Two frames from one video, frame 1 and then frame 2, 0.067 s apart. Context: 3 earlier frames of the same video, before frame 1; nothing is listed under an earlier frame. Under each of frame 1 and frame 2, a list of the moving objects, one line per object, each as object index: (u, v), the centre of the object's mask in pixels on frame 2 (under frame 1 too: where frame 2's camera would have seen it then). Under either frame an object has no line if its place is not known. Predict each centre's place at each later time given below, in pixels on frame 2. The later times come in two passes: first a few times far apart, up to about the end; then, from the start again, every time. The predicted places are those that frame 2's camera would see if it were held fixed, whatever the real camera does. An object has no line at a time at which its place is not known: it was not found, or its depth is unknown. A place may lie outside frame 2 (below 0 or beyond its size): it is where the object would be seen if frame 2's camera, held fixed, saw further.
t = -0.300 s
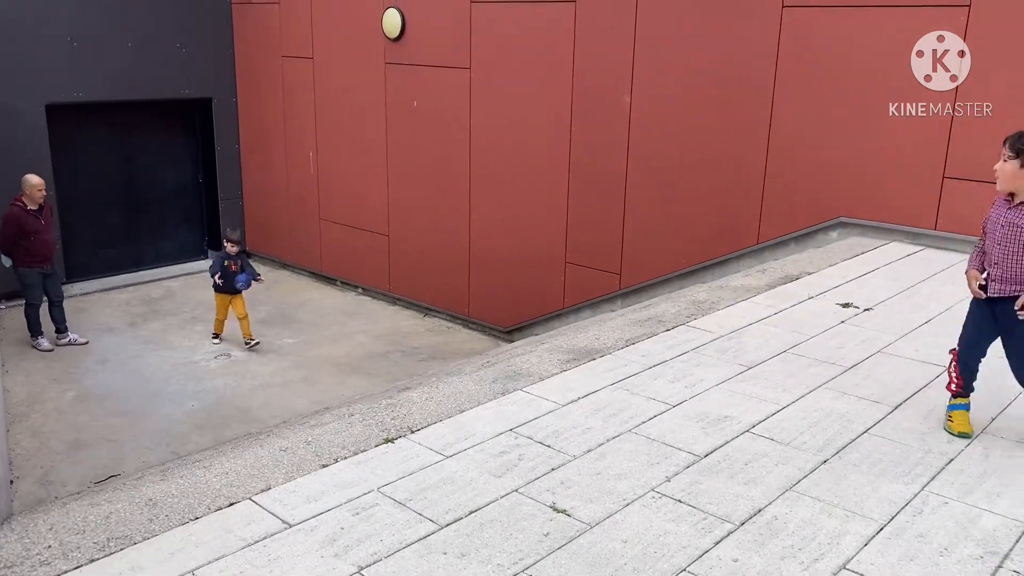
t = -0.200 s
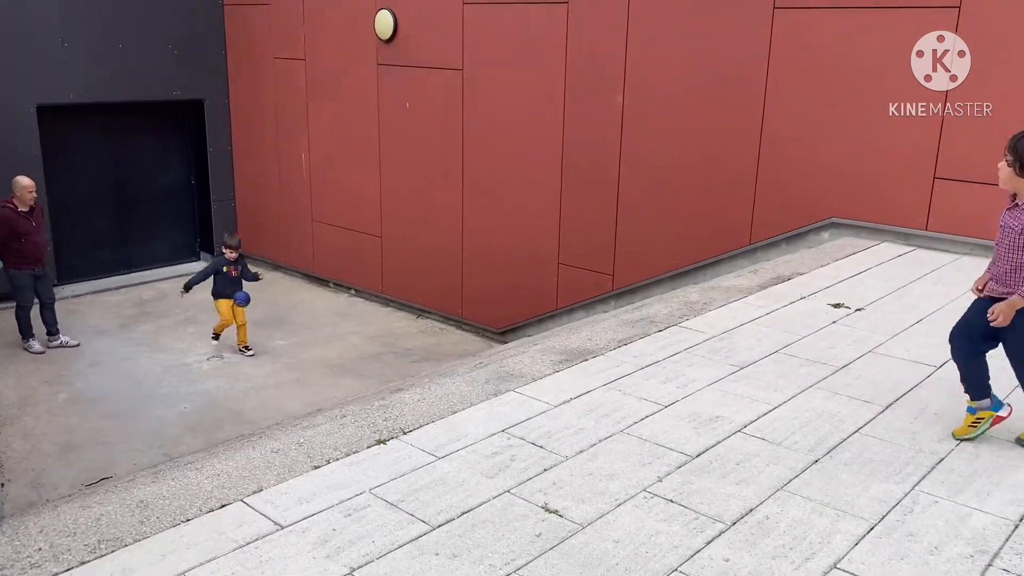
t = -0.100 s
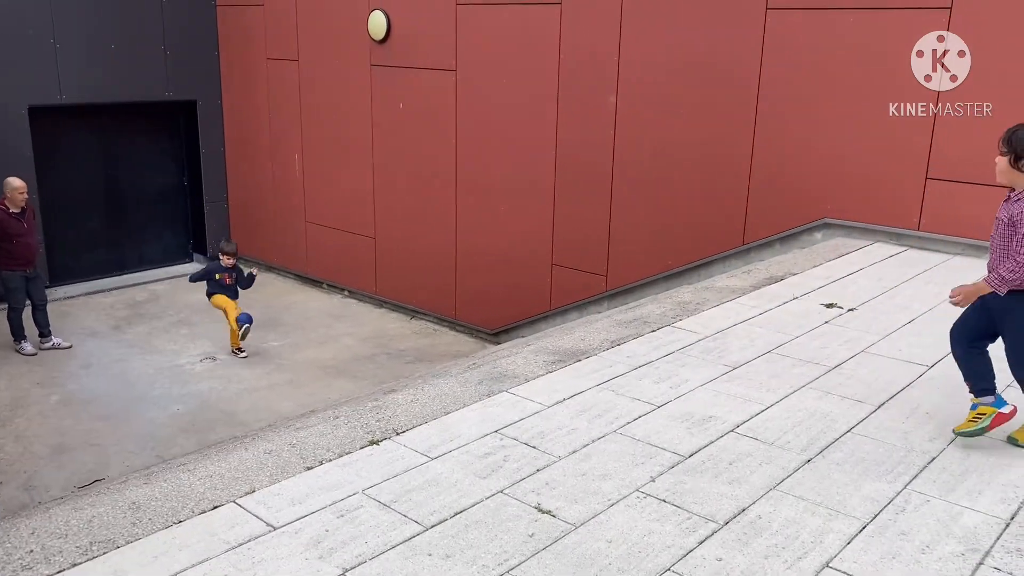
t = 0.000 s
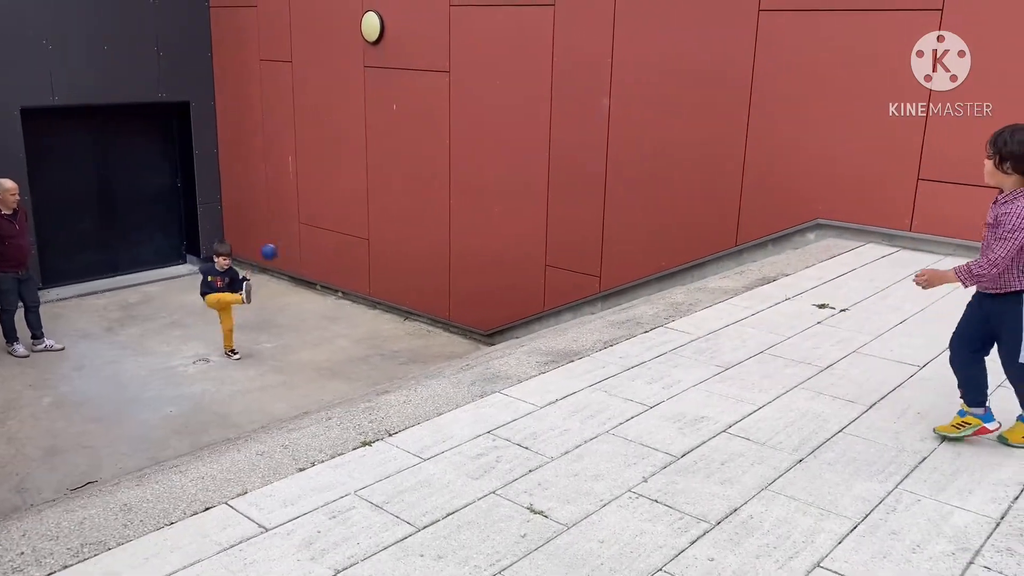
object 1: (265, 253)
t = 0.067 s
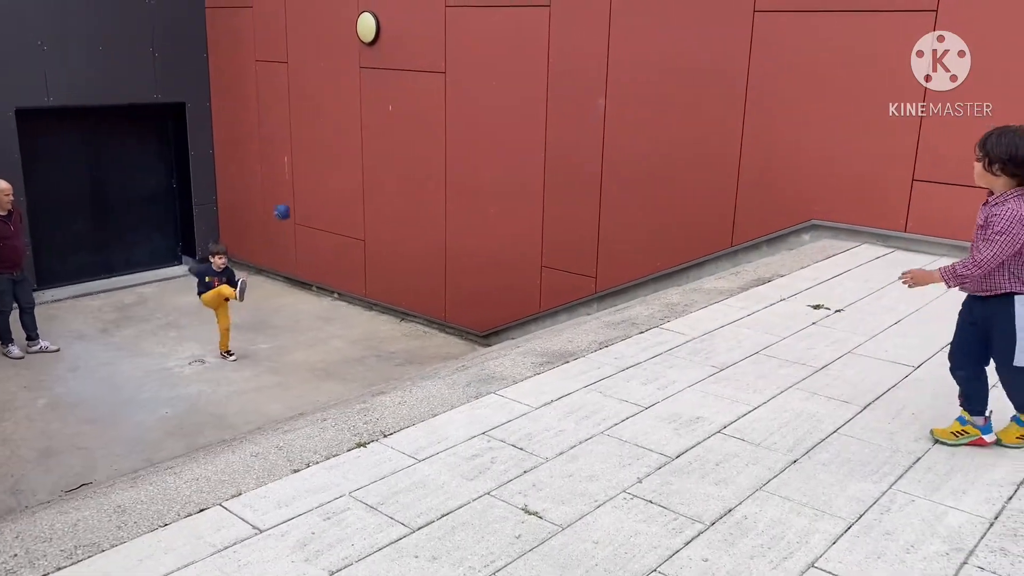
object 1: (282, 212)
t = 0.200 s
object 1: (315, 145)
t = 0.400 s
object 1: (363, 86)
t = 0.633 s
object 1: (382, 75)
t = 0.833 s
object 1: (349, 109)
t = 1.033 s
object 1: (318, 182)
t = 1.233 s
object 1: (291, 285)
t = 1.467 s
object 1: (269, 296)
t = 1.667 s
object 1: (257, 281)
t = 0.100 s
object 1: (290, 193)
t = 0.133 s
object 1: (299, 175)
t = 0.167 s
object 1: (307, 160)
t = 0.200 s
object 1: (315, 145)
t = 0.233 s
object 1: (323, 132)
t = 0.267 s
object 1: (331, 120)
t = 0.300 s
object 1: (339, 110)
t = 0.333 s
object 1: (347, 101)
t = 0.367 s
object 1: (355, 92)
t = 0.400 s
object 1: (363, 86)
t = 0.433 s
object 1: (371, 80)
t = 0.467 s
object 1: (379, 77)
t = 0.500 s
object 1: (386, 73)
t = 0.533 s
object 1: (394, 72)
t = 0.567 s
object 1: (393, 72)
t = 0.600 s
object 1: (387, 73)
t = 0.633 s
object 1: (382, 75)
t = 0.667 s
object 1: (376, 77)
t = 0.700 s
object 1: (371, 82)
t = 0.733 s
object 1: (365, 87)
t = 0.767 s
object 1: (360, 93)
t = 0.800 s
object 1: (355, 101)
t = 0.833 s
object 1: (349, 109)
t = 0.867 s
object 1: (344, 119)
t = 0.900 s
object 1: (339, 129)
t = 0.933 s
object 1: (333, 141)
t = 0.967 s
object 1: (328, 154)
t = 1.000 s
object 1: (323, 167)
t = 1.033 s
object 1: (318, 182)
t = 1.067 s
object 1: (313, 197)
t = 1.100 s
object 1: (310, 213)
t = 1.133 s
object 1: (304, 230)
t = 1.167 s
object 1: (300, 248)
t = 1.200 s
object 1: (296, 265)
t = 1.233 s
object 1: (291, 285)
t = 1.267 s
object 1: (286, 304)
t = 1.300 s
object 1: (281, 325)
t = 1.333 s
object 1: (279, 327)
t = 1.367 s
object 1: (276, 317)
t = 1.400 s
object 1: (274, 309)
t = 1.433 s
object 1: (272, 302)
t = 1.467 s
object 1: (269, 296)
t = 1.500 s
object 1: (267, 291)
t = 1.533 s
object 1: (265, 287)
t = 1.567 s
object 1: (263, 284)
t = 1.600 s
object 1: (261, 282)
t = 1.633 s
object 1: (259, 281)
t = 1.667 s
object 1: (257, 281)
